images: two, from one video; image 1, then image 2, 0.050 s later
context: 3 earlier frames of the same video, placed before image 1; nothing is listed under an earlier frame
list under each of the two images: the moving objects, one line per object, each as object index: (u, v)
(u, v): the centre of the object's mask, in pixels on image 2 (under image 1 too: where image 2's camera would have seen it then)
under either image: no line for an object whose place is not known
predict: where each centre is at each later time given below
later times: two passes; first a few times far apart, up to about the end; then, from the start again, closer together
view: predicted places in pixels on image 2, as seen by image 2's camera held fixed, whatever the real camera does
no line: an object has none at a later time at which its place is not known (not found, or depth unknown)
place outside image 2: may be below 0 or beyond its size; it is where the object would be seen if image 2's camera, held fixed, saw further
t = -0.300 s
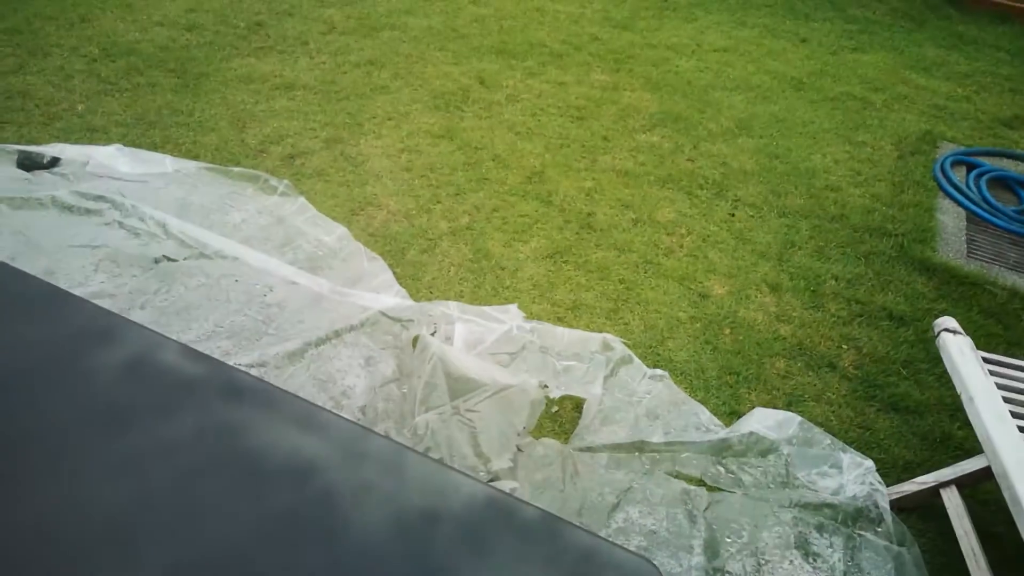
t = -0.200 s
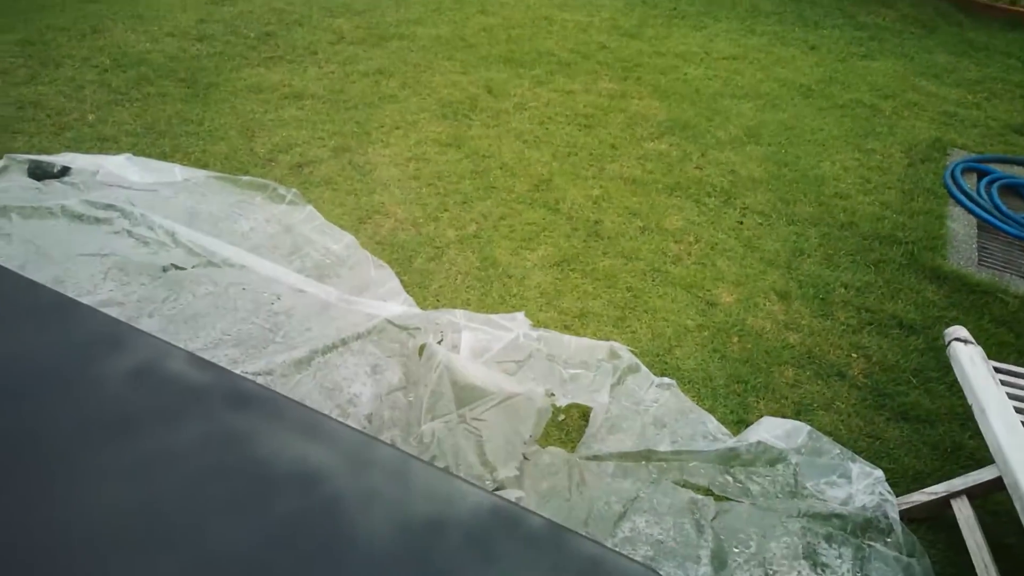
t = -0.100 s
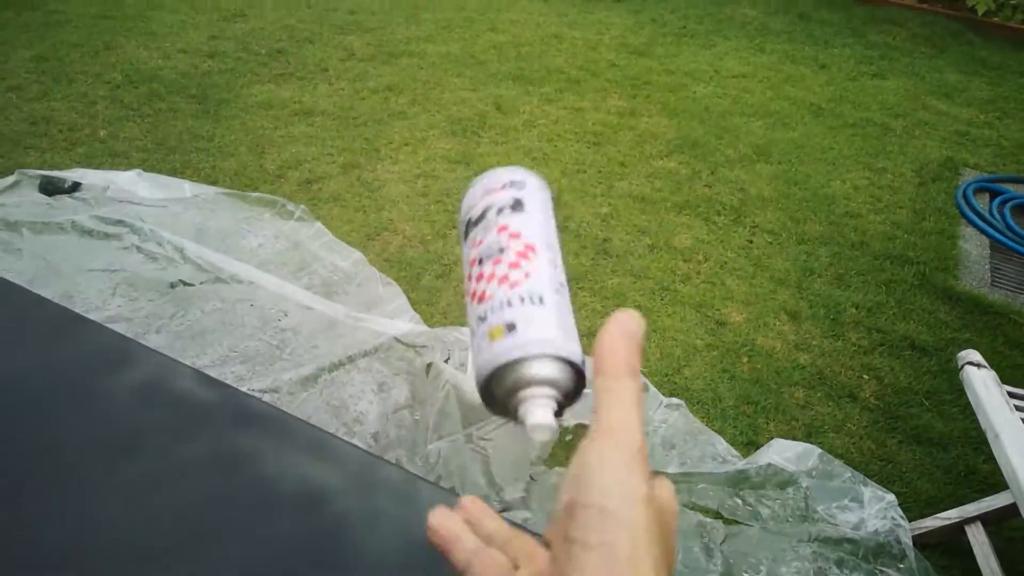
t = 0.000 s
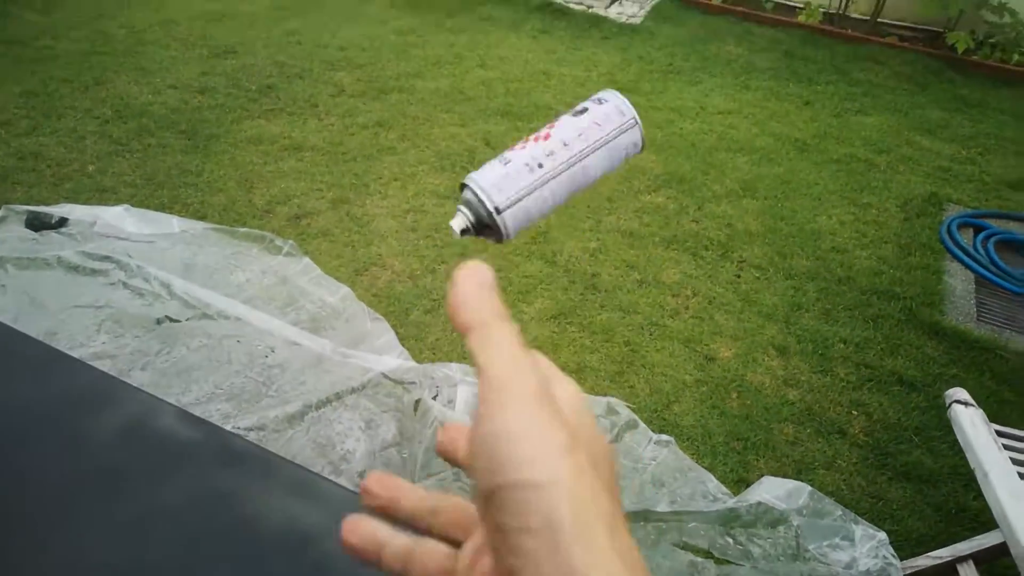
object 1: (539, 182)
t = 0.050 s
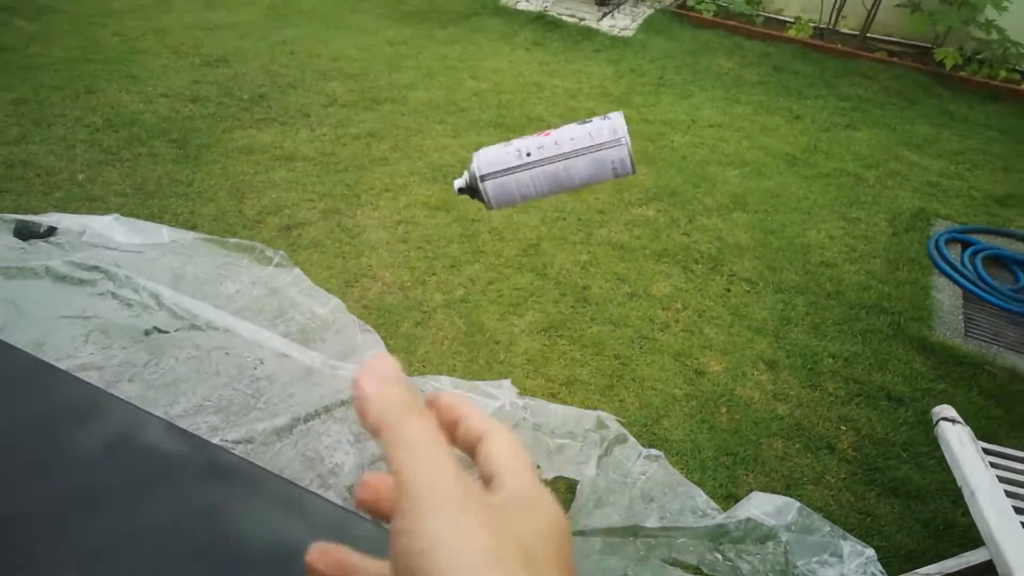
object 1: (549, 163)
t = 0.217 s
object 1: (561, 227)
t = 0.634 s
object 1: (645, 282)
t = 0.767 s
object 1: (676, 293)
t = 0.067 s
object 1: (555, 162)
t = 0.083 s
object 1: (559, 162)
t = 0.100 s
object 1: (563, 166)
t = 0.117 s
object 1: (565, 170)
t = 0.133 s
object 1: (567, 177)
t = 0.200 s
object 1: (562, 218)
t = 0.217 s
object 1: (561, 227)
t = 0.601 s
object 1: (633, 283)
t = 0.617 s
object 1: (639, 282)
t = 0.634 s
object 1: (645, 282)
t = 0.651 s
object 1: (650, 283)
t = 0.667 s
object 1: (655, 285)
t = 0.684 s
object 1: (660, 287)
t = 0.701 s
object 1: (664, 291)
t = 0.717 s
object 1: (668, 295)
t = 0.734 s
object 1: (672, 299)
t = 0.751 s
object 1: (674, 296)
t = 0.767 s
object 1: (676, 293)
